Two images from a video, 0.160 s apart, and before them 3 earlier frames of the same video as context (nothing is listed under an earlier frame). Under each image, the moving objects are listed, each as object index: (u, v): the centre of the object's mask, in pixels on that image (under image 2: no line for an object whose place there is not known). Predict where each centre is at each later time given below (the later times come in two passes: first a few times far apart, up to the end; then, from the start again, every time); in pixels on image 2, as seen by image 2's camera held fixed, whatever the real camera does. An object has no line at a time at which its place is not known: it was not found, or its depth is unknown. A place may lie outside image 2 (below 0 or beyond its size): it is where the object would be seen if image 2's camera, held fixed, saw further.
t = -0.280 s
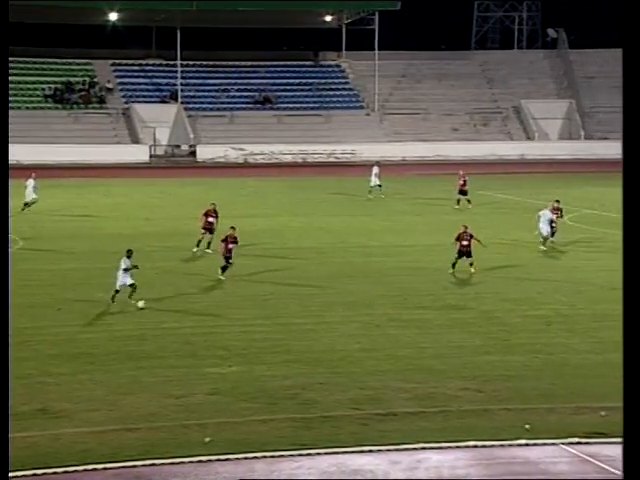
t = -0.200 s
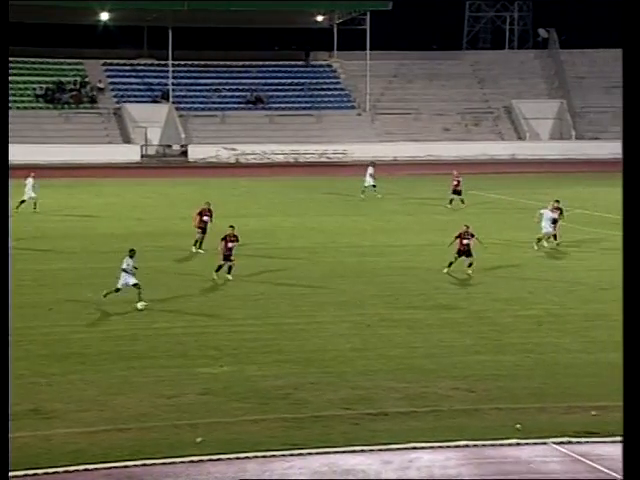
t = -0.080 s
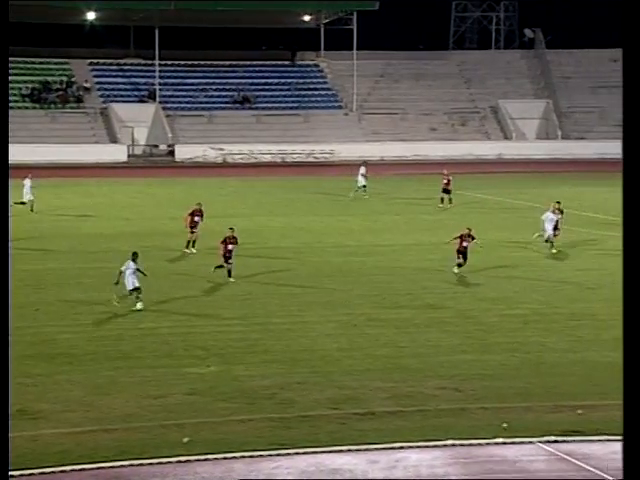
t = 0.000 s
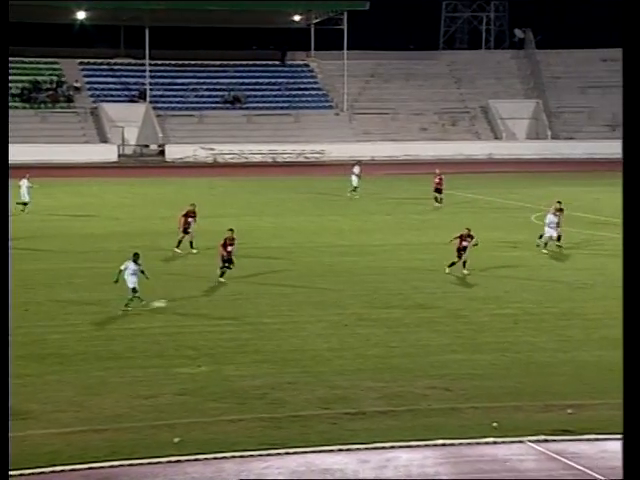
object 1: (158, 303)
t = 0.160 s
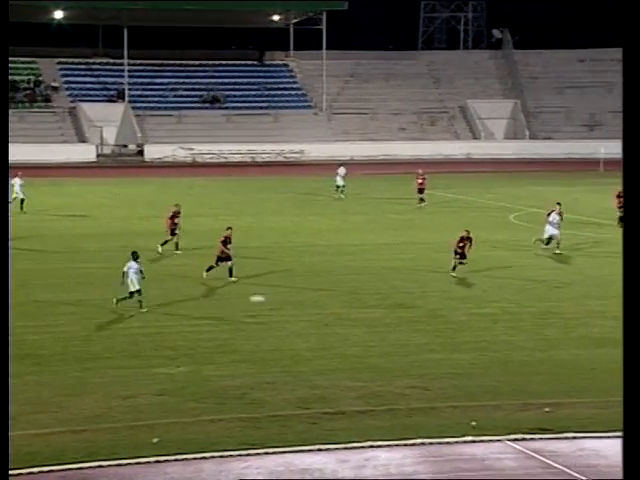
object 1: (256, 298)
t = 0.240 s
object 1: (313, 300)
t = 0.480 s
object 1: (471, 307)
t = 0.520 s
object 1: (494, 306)
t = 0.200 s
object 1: (285, 299)
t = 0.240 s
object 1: (313, 300)
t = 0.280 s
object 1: (341, 301)
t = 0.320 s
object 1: (369, 304)
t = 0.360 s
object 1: (397, 308)
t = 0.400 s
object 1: (423, 310)
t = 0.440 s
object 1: (448, 308)
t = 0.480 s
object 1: (471, 307)
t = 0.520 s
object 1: (494, 306)
